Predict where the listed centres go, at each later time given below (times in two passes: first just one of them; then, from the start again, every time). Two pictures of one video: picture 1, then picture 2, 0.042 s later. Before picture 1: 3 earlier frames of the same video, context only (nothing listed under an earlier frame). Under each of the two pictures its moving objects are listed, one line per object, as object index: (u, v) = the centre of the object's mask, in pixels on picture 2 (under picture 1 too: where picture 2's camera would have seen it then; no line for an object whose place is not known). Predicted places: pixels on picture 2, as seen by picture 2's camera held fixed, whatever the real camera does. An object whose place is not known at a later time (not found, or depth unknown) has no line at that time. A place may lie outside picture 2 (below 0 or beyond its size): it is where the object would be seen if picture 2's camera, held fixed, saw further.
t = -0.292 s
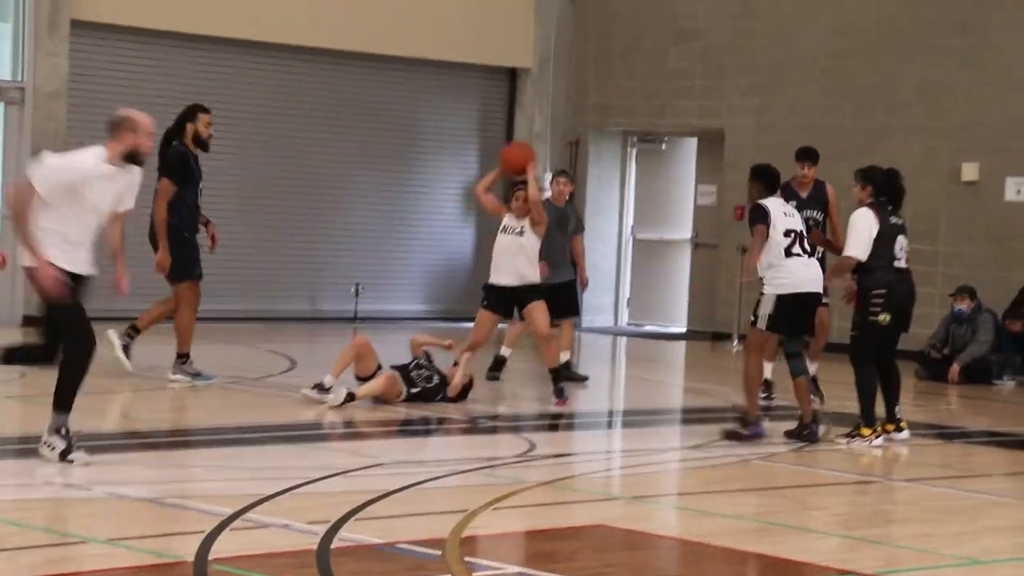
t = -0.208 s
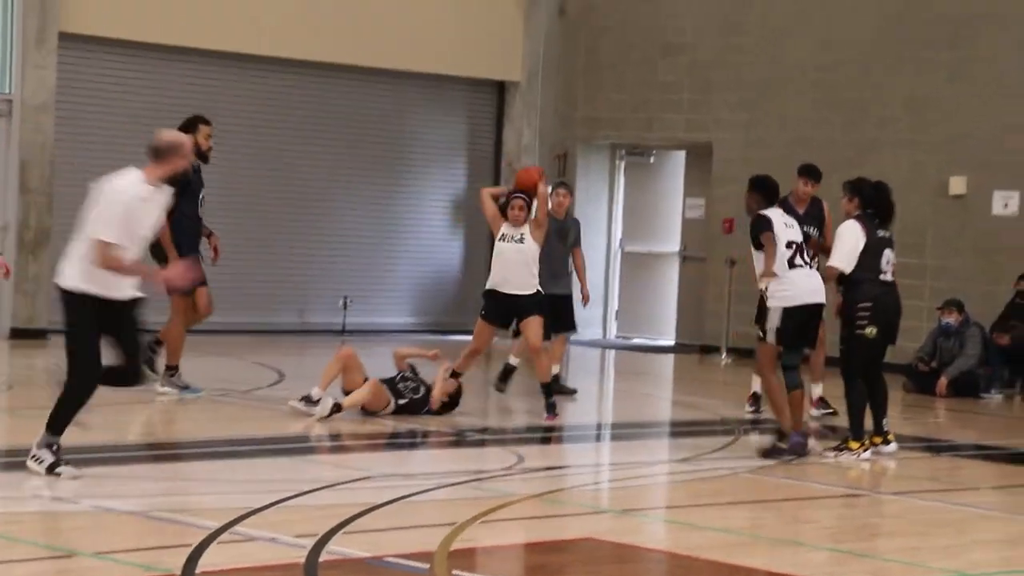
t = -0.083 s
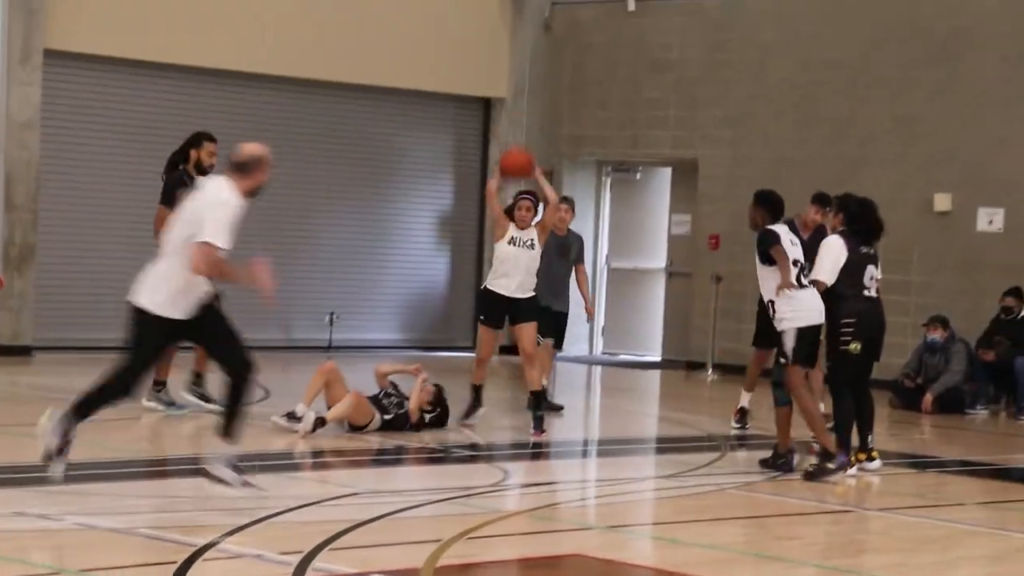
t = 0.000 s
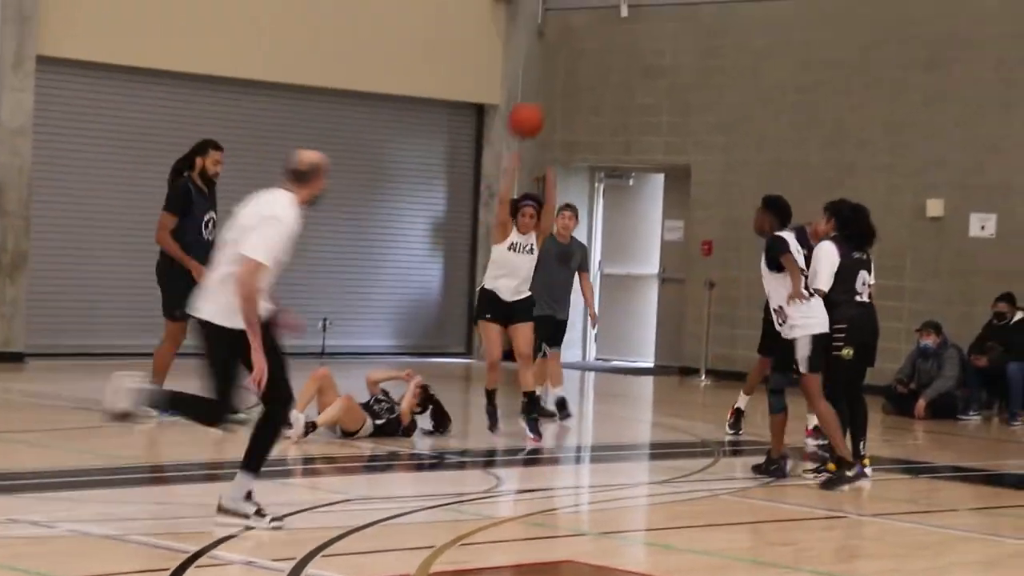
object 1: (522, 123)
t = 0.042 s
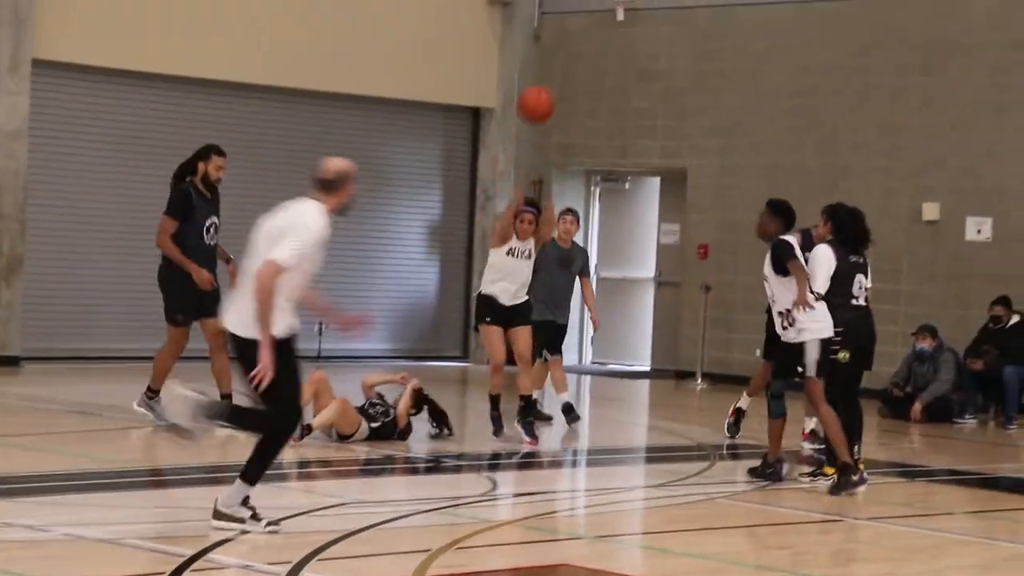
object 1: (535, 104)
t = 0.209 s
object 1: (599, 45)
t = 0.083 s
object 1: (551, 86)
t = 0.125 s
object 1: (566, 71)
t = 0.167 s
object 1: (582, 57)
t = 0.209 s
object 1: (599, 45)
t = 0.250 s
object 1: (617, 36)
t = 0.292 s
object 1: (636, 28)
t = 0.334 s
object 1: (657, 23)
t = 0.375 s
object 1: (678, 21)
